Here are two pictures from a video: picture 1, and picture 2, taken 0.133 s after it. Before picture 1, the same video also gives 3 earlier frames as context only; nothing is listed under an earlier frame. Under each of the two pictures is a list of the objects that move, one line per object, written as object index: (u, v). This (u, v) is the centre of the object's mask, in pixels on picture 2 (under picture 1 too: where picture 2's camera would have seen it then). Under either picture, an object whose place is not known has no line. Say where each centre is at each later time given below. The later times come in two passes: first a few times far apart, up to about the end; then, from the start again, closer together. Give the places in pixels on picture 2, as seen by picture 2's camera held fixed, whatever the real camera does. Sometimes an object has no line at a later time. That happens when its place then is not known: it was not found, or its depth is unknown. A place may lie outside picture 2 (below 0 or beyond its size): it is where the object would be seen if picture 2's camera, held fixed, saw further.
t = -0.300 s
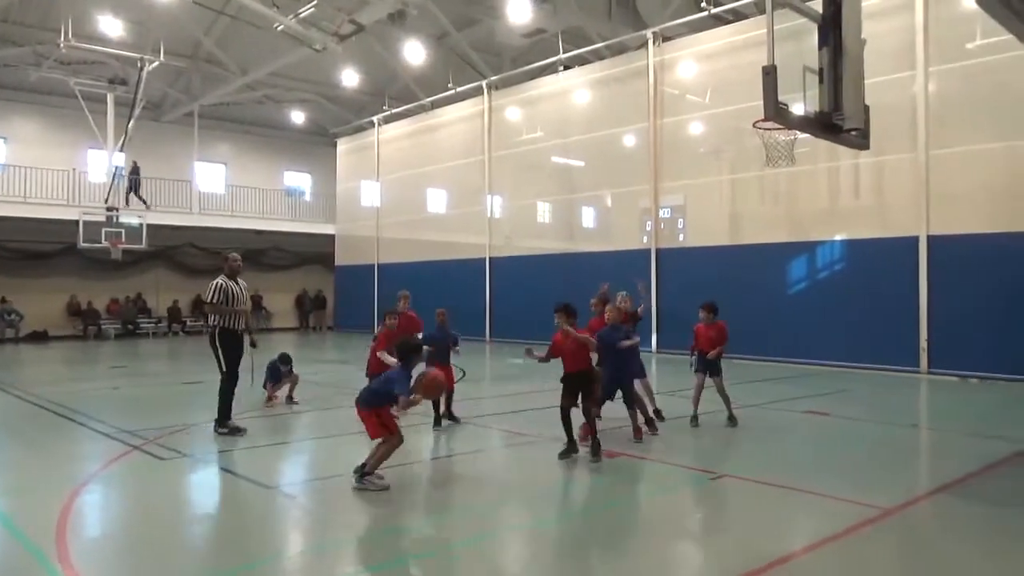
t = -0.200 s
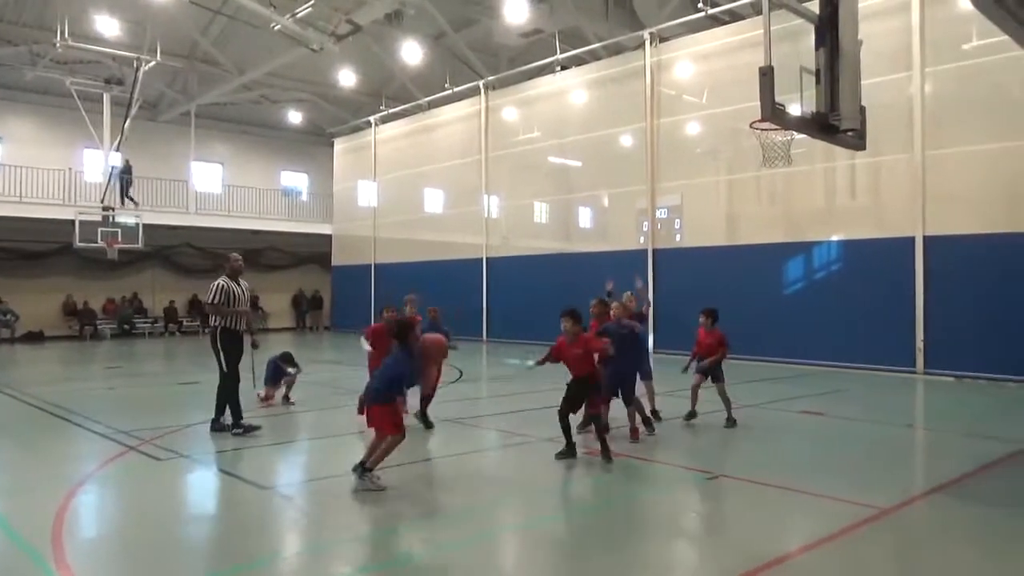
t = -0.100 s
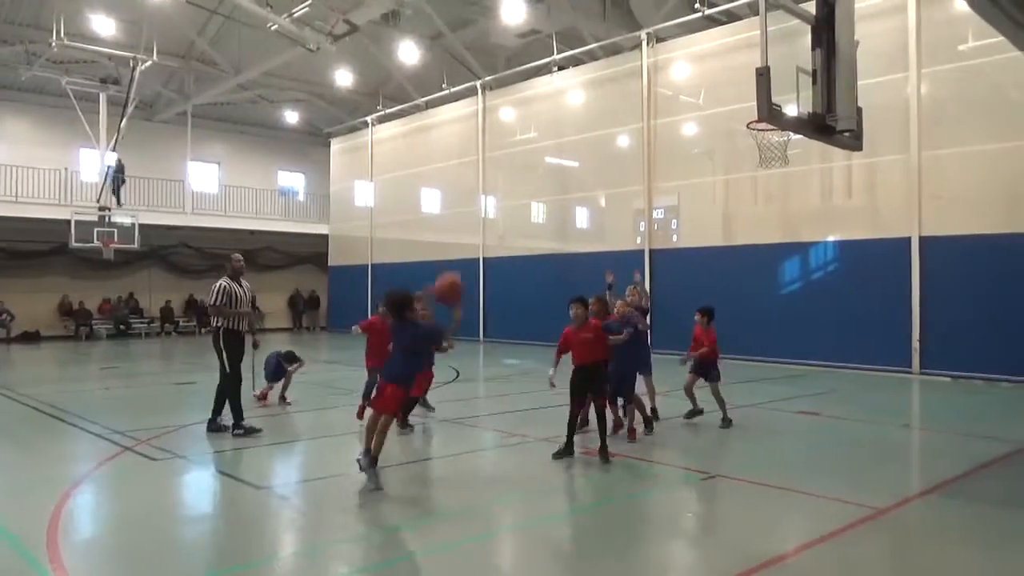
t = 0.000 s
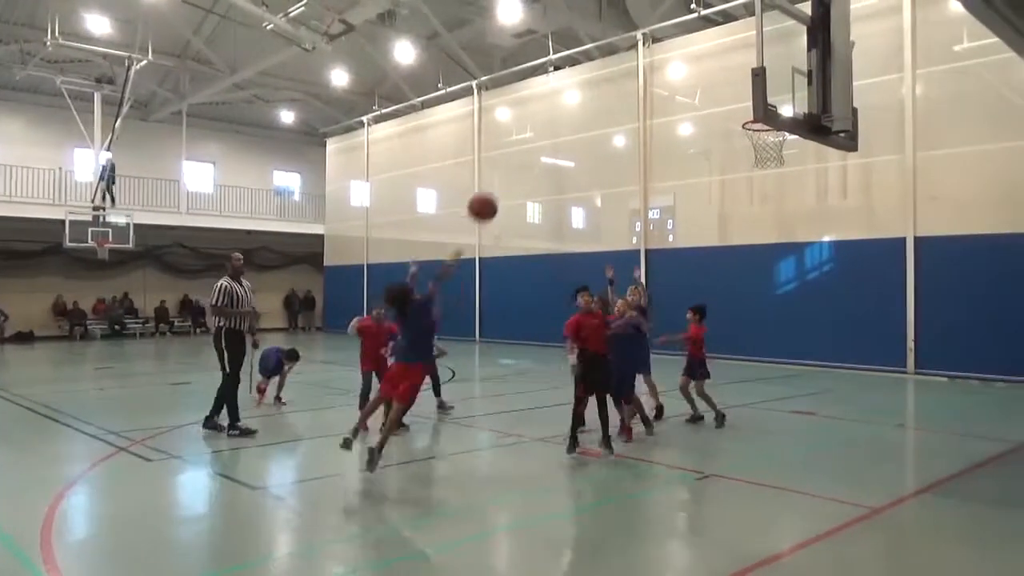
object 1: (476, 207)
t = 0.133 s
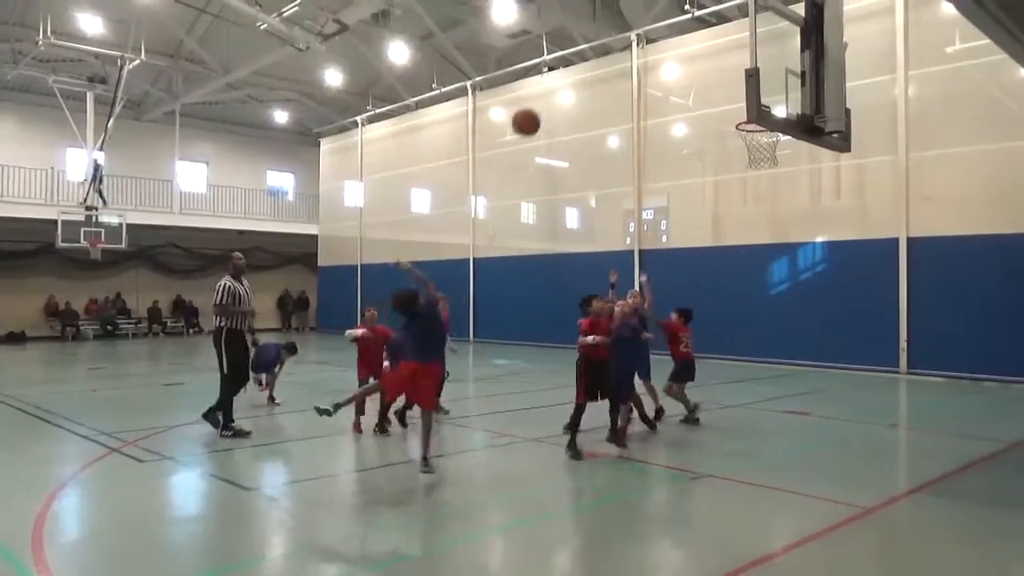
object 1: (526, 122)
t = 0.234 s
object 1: (559, 77)
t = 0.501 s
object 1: (639, 21)
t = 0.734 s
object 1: (701, 39)
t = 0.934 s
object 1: (741, 98)
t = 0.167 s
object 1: (537, 105)
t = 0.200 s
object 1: (548, 90)
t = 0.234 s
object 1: (559, 77)
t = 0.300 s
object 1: (581, 55)
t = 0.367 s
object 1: (601, 39)
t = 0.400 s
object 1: (610, 31)
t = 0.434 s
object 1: (622, 26)
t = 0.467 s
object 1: (631, 23)
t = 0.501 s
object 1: (639, 21)
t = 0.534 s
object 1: (649, 20)
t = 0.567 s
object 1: (658, 21)
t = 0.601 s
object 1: (667, 23)
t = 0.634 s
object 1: (675, 25)
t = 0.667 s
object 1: (684, 29)
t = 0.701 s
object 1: (693, 33)
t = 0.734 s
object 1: (701, 39)
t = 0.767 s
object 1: (709, 47)
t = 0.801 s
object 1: (717, 55)
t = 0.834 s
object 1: (725, 64)
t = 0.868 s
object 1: (732, 74)
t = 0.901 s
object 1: (737, 86)
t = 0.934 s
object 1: (741, 98)
